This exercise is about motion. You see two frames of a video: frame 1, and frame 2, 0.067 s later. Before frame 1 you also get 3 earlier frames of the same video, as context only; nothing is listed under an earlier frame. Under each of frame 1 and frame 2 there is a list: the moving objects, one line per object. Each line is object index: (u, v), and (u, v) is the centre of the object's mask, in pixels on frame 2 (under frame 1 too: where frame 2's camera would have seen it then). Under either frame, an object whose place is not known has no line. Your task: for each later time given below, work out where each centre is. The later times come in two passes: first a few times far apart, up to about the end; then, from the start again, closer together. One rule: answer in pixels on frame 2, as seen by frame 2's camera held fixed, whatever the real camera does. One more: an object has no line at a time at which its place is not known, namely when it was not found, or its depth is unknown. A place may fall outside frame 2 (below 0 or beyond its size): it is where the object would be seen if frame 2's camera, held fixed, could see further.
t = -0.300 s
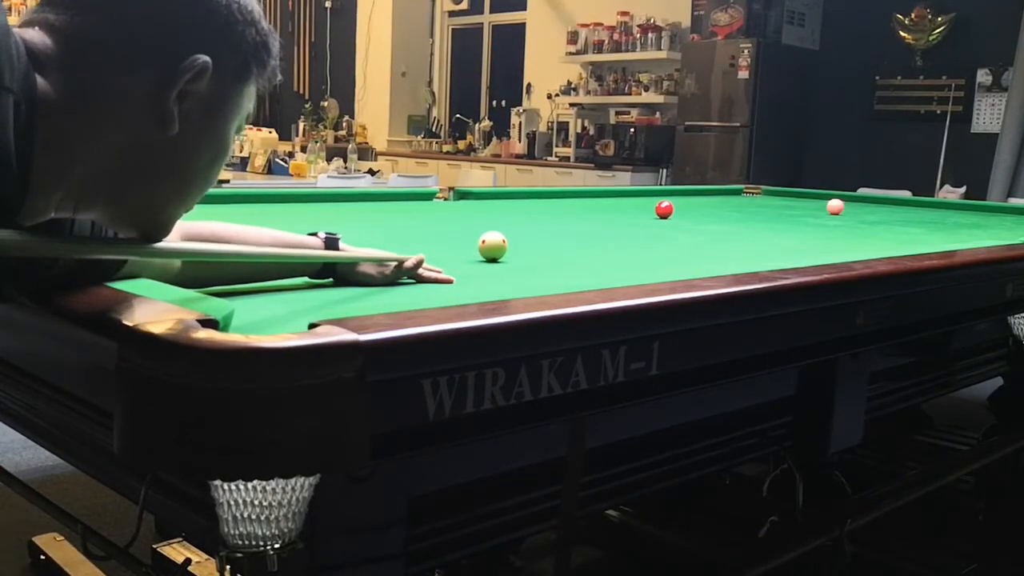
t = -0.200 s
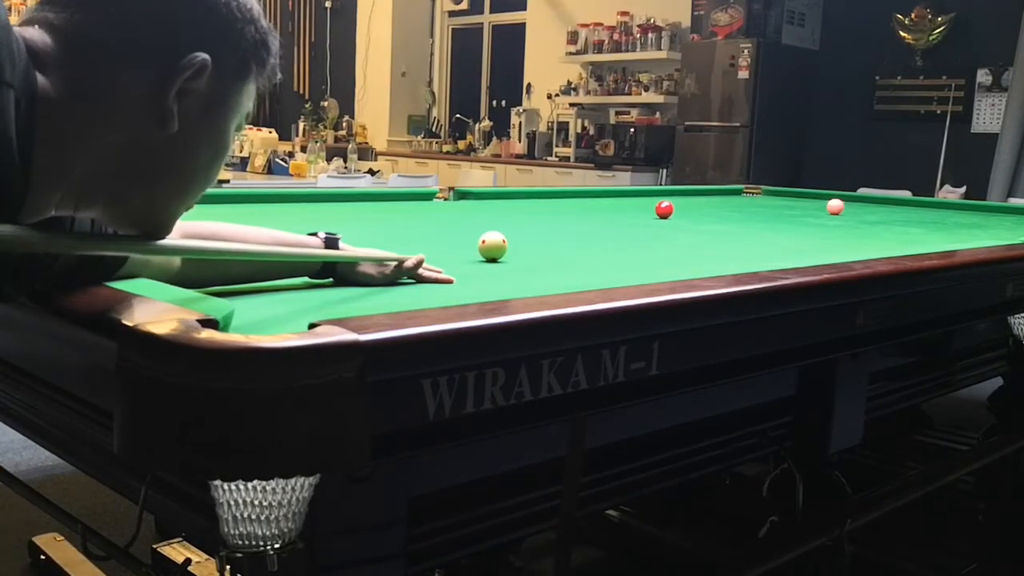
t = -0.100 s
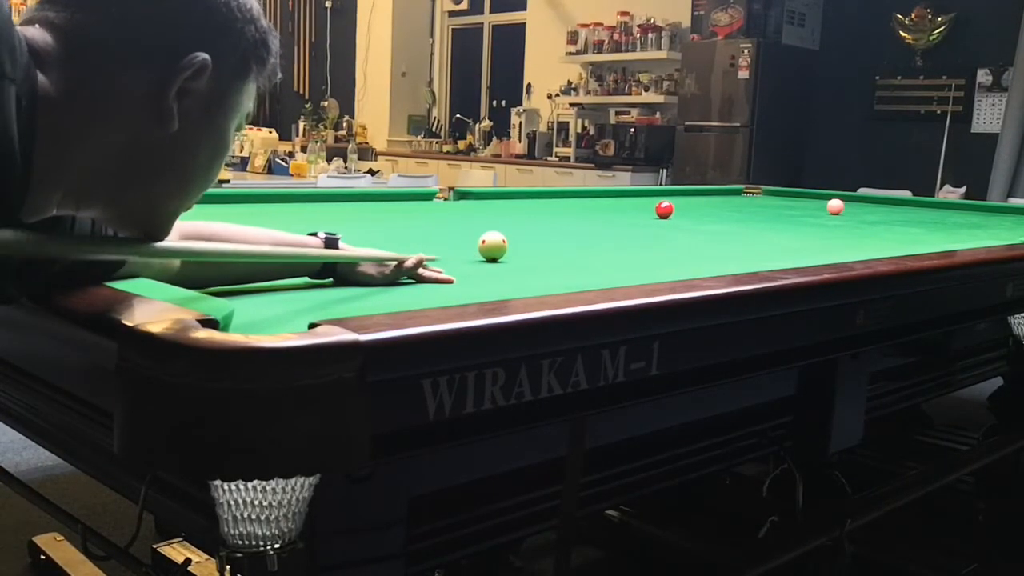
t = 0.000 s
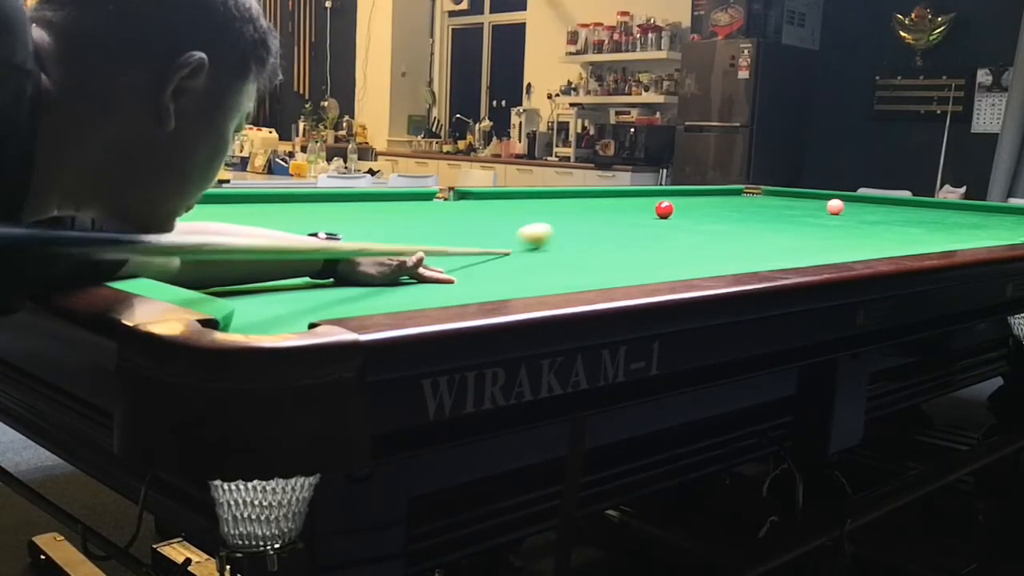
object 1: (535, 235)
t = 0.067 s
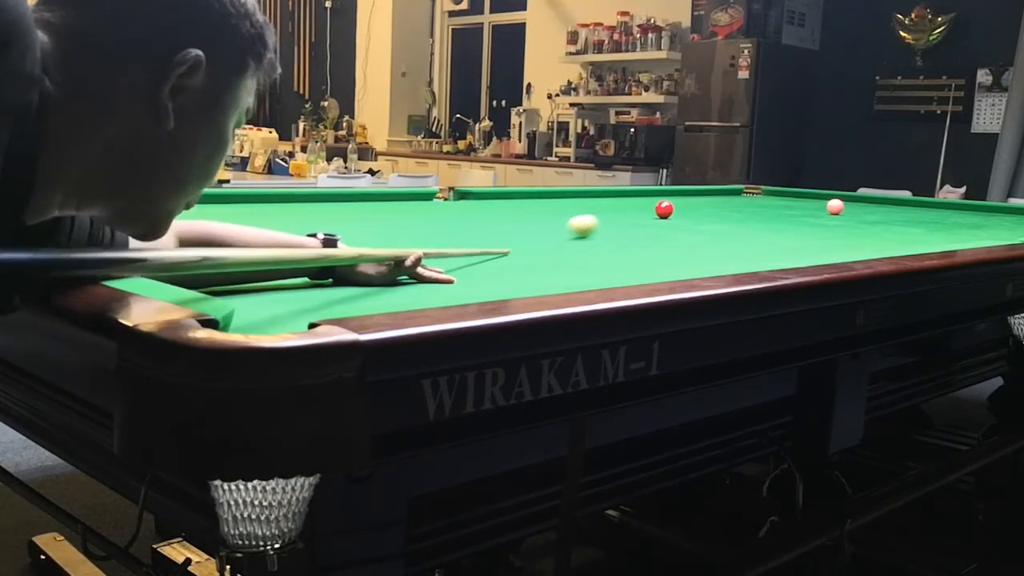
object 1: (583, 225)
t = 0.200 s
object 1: (647, 213)
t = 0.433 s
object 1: (657, 211)
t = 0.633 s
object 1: (645, 214)
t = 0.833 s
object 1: (631, 217)
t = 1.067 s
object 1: (614, 221)
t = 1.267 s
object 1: (597, 224)
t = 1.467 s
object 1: (579, 228)
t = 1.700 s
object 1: (557, 233)
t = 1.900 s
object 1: (535, 237)
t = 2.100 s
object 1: (512, 243)
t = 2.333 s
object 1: (482, 249)
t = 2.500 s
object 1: (459, 254)
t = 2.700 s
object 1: (429, 261)
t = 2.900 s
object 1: (396, 267)
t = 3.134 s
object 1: (353, 278)
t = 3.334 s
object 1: (311, 287)
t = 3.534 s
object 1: (265, 296)
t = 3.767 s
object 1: (248, 303)
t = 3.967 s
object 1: (301, 302)
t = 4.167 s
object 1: (352, 293)
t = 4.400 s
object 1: (404, 290)
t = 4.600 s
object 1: (443, 287)
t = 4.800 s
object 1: (479, 285)
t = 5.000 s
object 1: (501, 284)
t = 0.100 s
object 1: (602, 222)
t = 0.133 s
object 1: (619, 218)
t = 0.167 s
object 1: (633, 215)
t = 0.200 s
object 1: (647, 213)
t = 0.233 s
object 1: (659, 211)
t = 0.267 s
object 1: (660, 210)
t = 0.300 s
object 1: (660, 211)
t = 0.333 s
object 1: (660, 211)
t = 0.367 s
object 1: (659, 211)
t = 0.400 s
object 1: (659, 211)
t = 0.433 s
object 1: (657, 211)
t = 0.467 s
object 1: (656, 211)
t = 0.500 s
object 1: (654, 212)
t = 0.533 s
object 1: (652, 212)
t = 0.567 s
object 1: (650, 213)
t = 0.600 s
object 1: (648, 213)
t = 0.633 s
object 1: (645, 214)
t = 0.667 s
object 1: (643, 214)
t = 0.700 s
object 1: (641, 215)
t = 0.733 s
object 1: (639, 215)
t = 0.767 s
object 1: (636, 216)
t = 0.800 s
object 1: (634, 216)
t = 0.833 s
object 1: (631, 217)
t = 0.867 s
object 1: (629, 217)
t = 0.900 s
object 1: (627, 218)
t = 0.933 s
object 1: (624, 218)
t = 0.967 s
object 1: (621, 219)
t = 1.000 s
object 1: (619, 220)
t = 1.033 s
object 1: (616, 220)
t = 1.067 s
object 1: (614, 221)
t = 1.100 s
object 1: (611, 221)
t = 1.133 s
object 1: (608, 222)
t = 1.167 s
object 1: (606, 222)
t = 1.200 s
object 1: (603, 223)
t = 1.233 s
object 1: (600, 224)
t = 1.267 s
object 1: (597, 224)
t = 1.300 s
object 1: (594, 225)
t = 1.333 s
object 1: (591, 225)
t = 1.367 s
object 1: (589, 226)
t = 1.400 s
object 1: (586, 227)
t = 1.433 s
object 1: (583, 227)
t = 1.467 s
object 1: (579, 228)
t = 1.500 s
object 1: (576, 229)
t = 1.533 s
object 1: (573, 229)
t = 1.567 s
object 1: (570, 230)
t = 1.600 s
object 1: (567, 231)
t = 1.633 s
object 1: (563, 231)
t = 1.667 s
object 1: (560, 232)
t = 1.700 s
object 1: (557, 233)
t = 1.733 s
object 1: (553, 234)
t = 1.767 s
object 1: (550, 234)
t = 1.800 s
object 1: (546, 235)
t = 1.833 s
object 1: (543, 236)
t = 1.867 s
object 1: (539, 237)
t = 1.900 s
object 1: (535, 237)
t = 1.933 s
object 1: (531, 239)
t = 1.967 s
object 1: (528, 239)
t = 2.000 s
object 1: (524, 240)
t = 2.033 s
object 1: (520, 241)
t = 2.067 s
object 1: (516, 242)
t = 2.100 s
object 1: (512, 243)
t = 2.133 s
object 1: (508, 244)
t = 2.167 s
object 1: (504, 245)
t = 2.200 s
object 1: (500, 245)
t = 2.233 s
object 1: (495, 246)
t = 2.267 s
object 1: (491, 247)
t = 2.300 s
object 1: (487, 248)
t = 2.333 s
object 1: (482, 249)
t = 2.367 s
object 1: (478, 250)
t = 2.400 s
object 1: (474, 251)
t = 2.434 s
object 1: (469, 252)
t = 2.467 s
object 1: (464, 253)
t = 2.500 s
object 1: (459, 254)
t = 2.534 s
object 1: (454, 255)
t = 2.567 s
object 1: (450, 256)
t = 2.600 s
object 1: (444, 257)
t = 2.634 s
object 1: (439, 259)
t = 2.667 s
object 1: (434, 260)
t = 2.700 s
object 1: (429, 261)
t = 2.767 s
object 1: (418, 263)
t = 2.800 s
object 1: (413, 264)
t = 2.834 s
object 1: (407, 265)
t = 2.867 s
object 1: (402, 266)
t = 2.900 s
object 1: (396, 267)
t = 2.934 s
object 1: (390, 269)
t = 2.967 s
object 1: (384, 270)
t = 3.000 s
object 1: (378, 272)
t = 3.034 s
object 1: (372, 273)
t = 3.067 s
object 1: (365, 275)
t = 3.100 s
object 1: (359, 276)
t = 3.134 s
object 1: (353, 278)
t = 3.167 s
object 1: (346, 279)
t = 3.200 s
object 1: (339, 281)
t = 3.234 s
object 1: (333, 282)
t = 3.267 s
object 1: (326, 284)
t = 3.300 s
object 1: (319, 285)
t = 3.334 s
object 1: (311, 287)
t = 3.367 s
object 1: (304, 288)
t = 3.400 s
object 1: (296, 290)
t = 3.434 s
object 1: (289, 291)
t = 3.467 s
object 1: (281, 293)
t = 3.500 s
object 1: (273, 295)
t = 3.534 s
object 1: (265, 296)
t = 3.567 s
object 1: (257, 298)
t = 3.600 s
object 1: (250, 300)
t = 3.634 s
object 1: (244, 300)
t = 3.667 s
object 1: (237, 300)
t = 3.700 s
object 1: (232, 298)
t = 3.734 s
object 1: (241, 302)
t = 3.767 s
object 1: (248, 303)
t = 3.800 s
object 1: (256, 304)
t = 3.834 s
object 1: (265, 304)
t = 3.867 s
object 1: (275, 303)
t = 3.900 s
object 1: (284, 303)
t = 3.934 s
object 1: (293, 303)
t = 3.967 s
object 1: (301, 302)
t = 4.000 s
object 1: (309, 300)
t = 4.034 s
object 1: (318, 298)
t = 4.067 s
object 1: (326, 296)
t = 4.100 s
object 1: (335, 295)
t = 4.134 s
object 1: (344, 294)
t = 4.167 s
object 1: (352, 293)
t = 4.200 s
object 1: (360, 292)
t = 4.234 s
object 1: (367, 292)
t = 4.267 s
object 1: (375, 291)
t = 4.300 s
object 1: (382, 291)
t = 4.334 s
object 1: (390, 291)
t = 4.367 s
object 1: (397, 290)
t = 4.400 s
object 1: (404, 290)
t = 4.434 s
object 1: (410, 289)
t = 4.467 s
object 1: (418, 289)
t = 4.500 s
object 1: (424, 288)
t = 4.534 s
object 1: (431, 288)
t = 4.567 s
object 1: (437, 287)
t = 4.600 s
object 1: (443, 287)
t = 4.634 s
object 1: (449, 287)
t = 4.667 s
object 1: (456, 286)
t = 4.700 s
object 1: (462, 286)
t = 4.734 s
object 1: (468, 286)
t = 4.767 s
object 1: (473, 285)
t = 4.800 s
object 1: (479, 285)
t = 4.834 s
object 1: (484, 285)
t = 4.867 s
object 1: (490, 285)
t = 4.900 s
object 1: (495, 284)
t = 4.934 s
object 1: (497, 284)
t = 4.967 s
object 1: (499, 284)
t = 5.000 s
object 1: (501, 284)
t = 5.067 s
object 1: (504, 283)
